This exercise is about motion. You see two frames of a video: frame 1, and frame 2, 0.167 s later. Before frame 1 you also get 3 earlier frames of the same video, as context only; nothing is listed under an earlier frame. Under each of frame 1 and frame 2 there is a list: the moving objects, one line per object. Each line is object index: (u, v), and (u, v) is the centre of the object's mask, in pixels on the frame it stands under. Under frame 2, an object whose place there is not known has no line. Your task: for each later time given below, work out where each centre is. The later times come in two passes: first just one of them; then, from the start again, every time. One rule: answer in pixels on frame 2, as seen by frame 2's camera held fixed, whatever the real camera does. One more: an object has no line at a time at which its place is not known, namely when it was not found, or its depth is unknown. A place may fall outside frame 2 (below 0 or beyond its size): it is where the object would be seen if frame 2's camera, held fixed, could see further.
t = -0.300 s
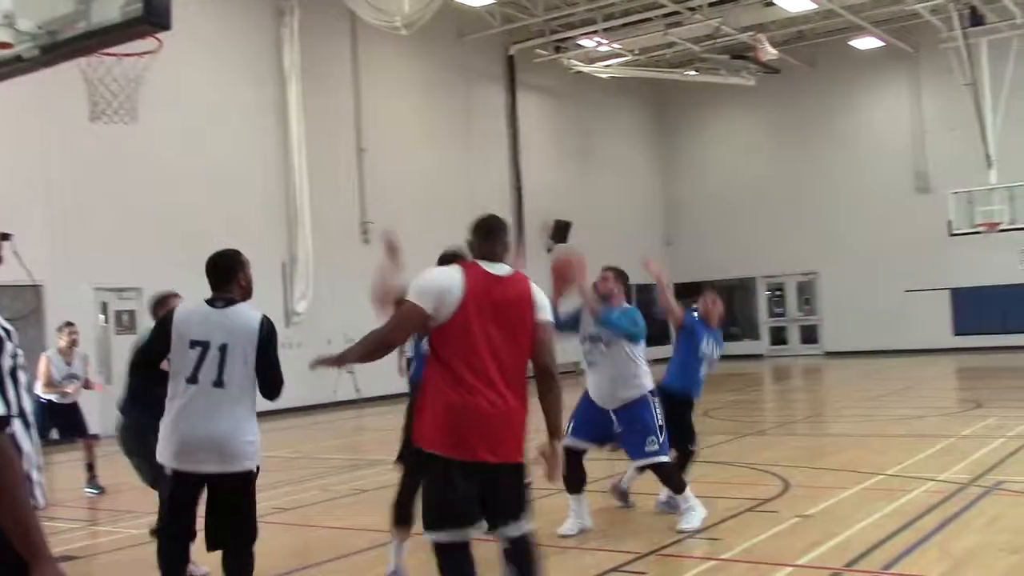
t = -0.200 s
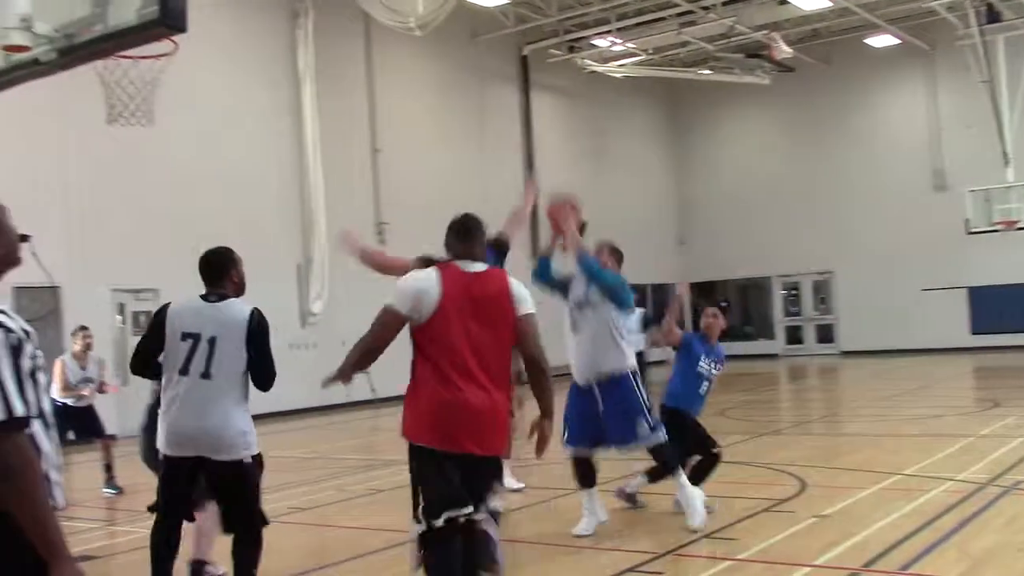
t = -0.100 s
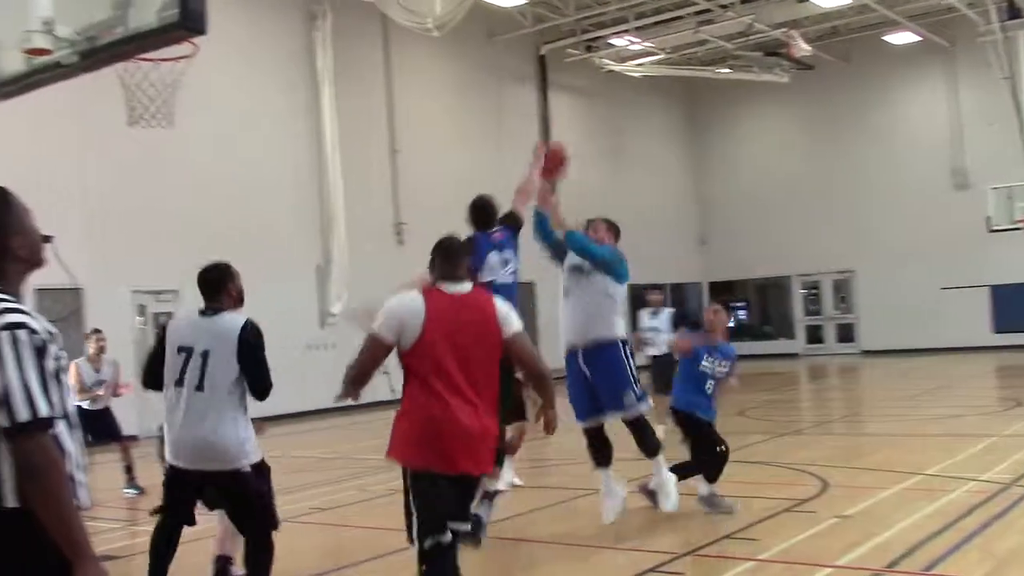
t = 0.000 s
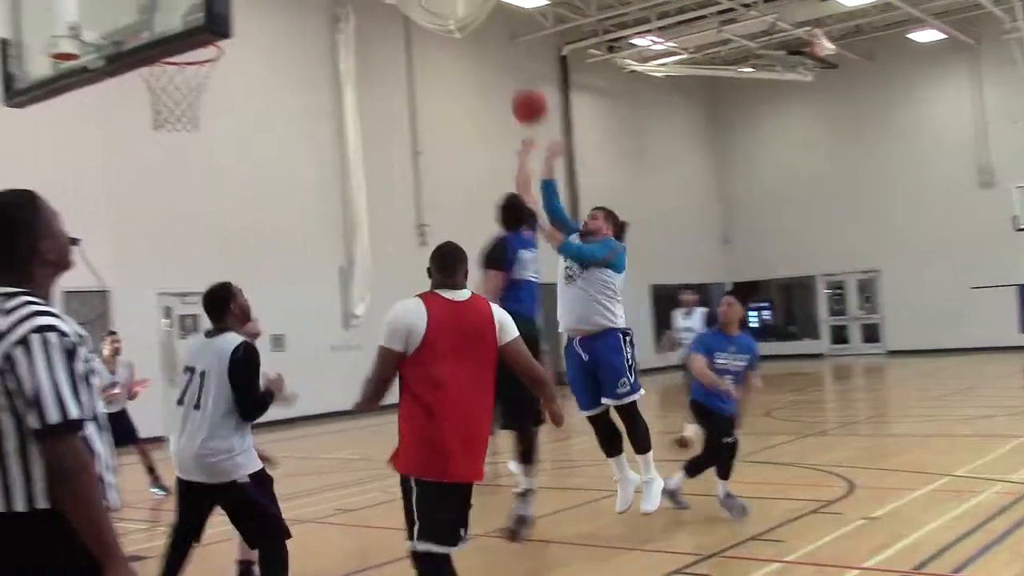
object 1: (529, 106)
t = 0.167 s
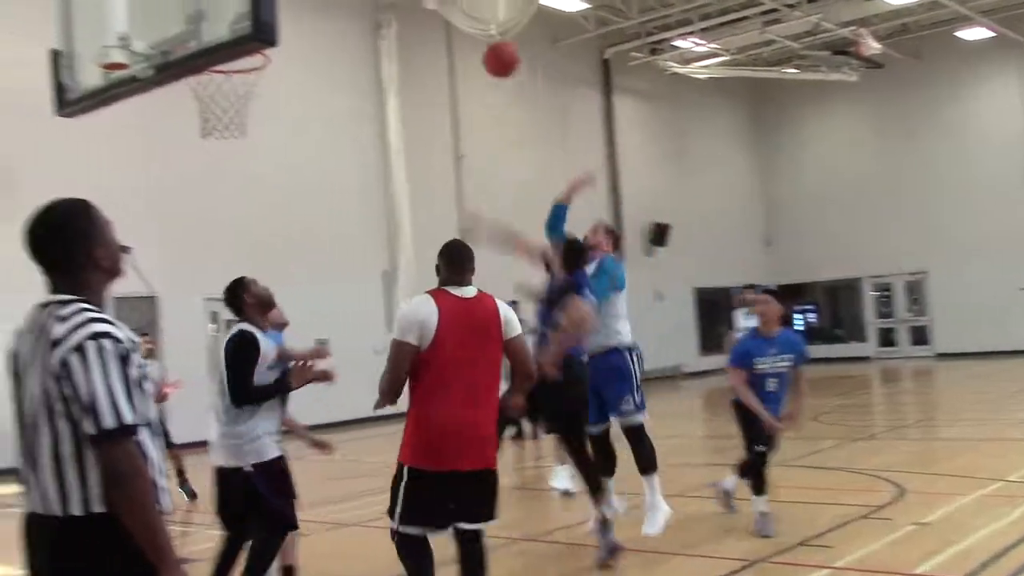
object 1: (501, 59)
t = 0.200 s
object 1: (485, 53)
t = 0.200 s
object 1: (485, 53)
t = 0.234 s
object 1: (469, 50)
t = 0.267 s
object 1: (455, 47)
